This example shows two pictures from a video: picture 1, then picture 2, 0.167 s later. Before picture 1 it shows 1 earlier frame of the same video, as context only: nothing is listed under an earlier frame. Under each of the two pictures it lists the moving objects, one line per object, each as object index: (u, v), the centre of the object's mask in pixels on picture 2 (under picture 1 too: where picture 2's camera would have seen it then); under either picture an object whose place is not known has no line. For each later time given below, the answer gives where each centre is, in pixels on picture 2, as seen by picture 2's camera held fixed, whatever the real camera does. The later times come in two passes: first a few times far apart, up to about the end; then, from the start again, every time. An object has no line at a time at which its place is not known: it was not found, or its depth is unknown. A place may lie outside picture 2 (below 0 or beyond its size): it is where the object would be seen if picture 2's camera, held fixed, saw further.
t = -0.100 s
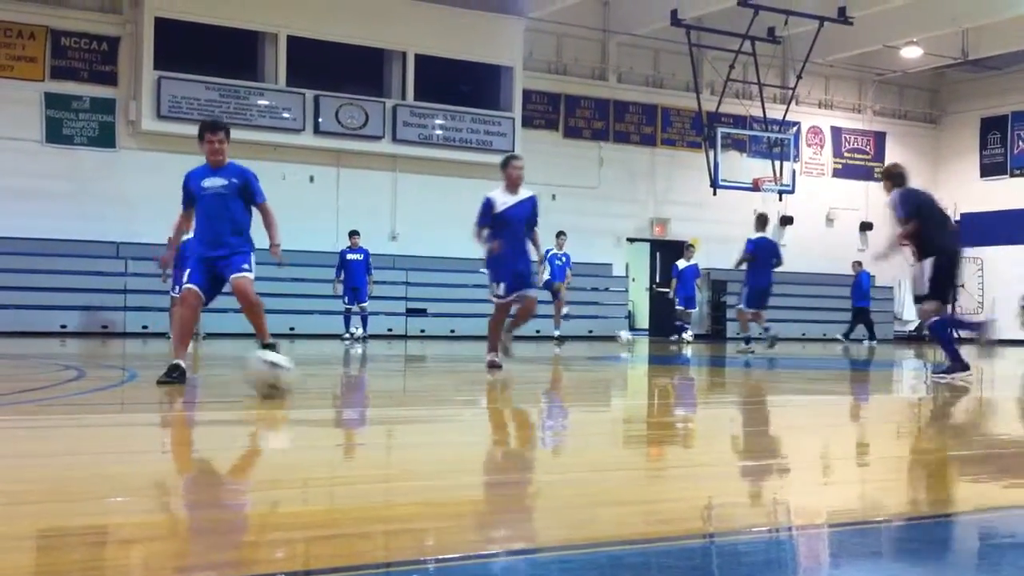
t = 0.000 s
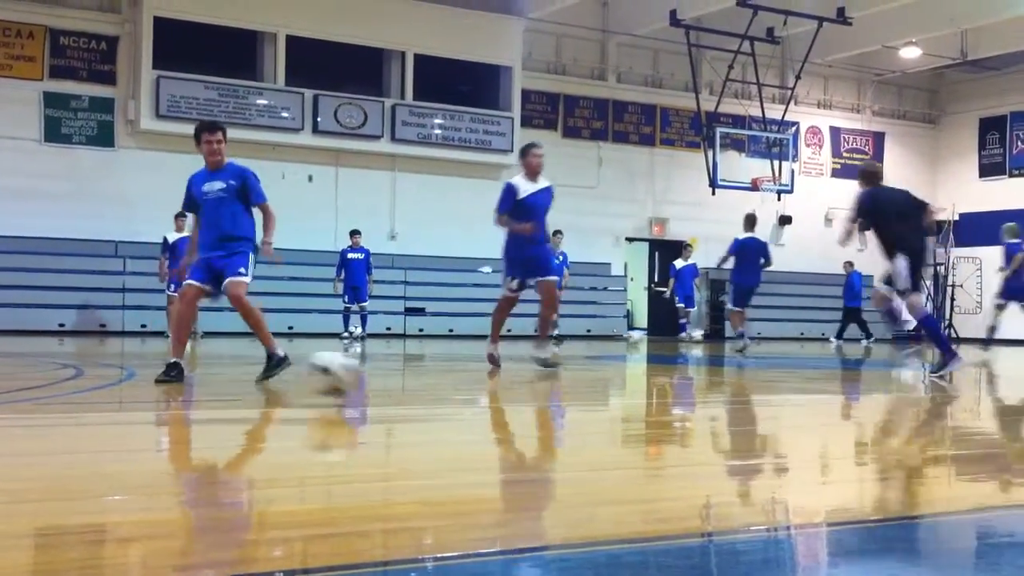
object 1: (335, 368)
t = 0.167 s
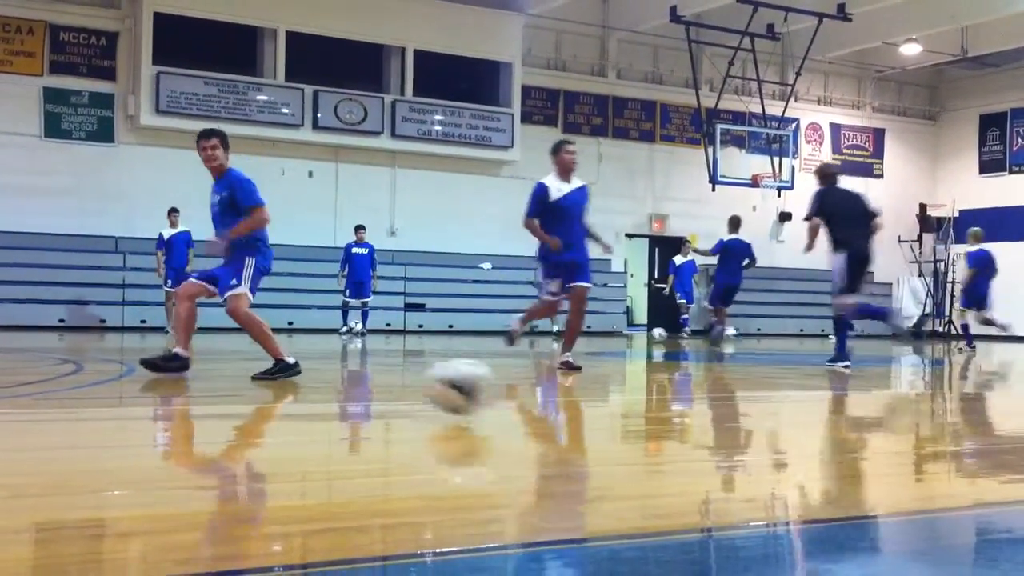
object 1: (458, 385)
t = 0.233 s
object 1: (518, 398)
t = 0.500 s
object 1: (822, 431)
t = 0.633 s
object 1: (1016, 456)
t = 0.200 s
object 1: (488, 390)
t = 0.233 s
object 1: (518, 398)
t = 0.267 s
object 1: (546, 398)
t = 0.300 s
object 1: (583, 401)
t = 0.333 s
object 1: (611, 410)
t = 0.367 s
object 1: (652, 415)
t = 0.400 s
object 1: (696, 418)
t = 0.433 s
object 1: (738, 428)
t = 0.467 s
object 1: (772, 430)
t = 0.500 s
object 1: (822, 431)
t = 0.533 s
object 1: (871, 438)
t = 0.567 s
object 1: (918, 442)
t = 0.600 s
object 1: (971, 447)
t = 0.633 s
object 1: (1016, 456)
